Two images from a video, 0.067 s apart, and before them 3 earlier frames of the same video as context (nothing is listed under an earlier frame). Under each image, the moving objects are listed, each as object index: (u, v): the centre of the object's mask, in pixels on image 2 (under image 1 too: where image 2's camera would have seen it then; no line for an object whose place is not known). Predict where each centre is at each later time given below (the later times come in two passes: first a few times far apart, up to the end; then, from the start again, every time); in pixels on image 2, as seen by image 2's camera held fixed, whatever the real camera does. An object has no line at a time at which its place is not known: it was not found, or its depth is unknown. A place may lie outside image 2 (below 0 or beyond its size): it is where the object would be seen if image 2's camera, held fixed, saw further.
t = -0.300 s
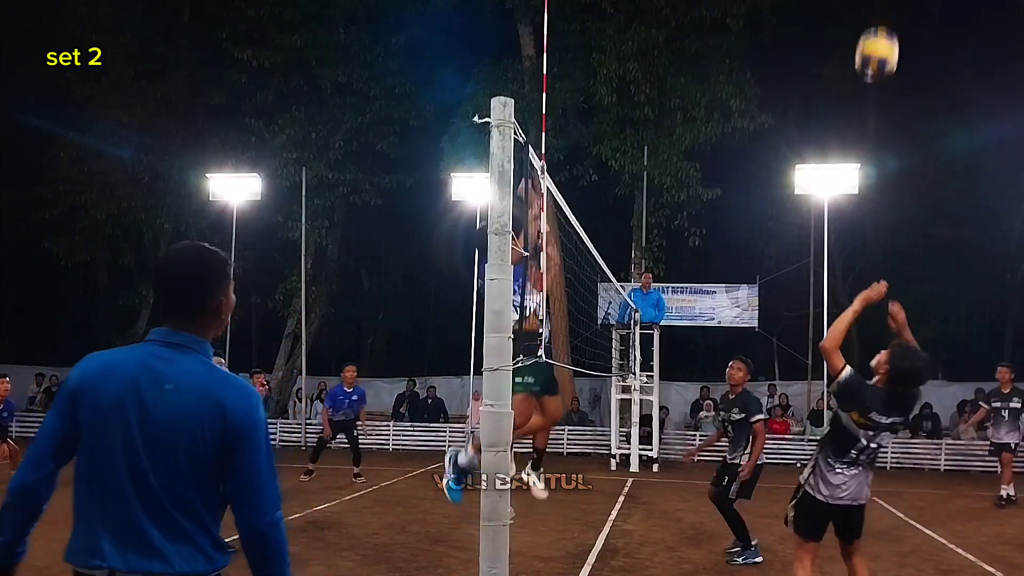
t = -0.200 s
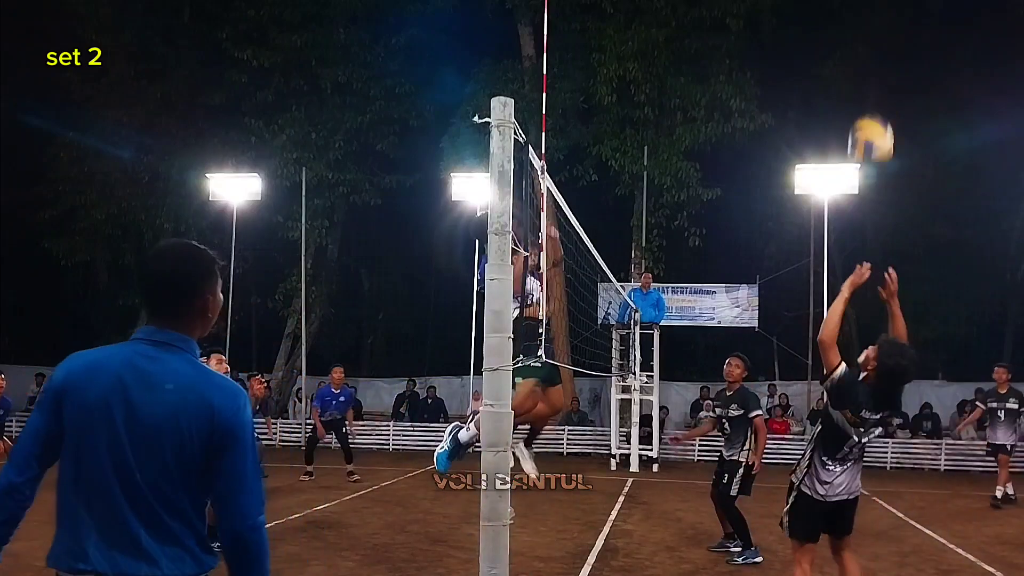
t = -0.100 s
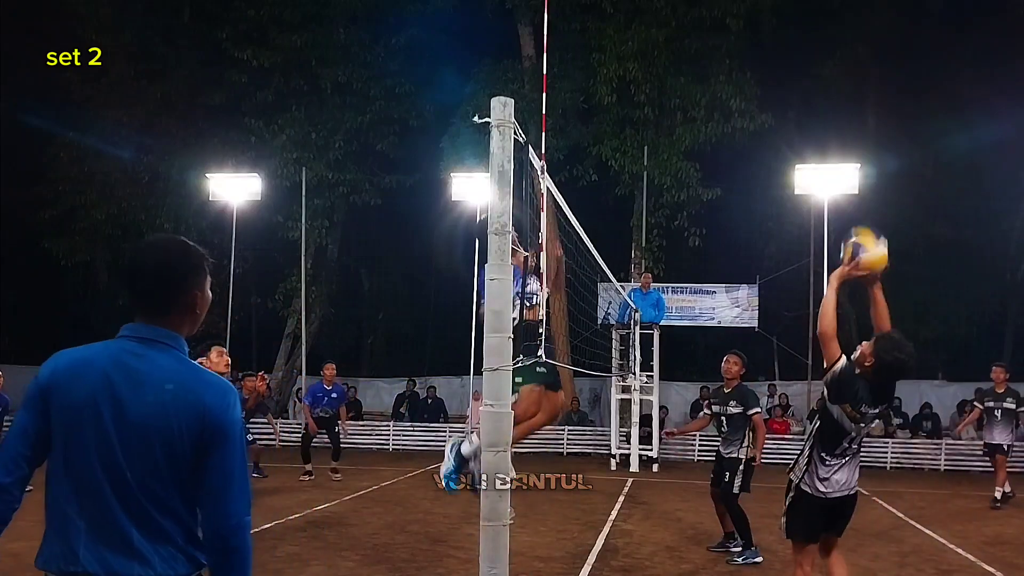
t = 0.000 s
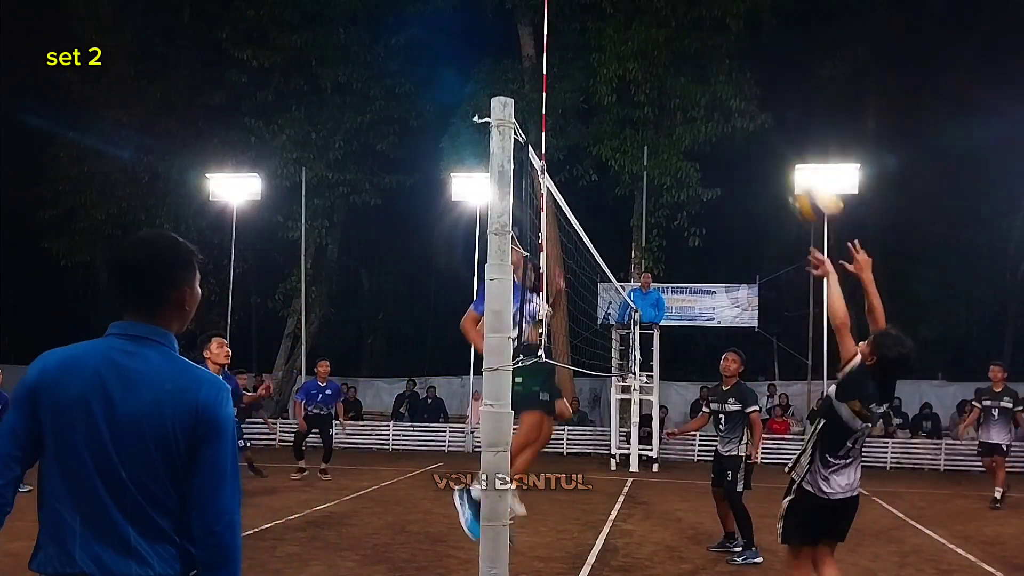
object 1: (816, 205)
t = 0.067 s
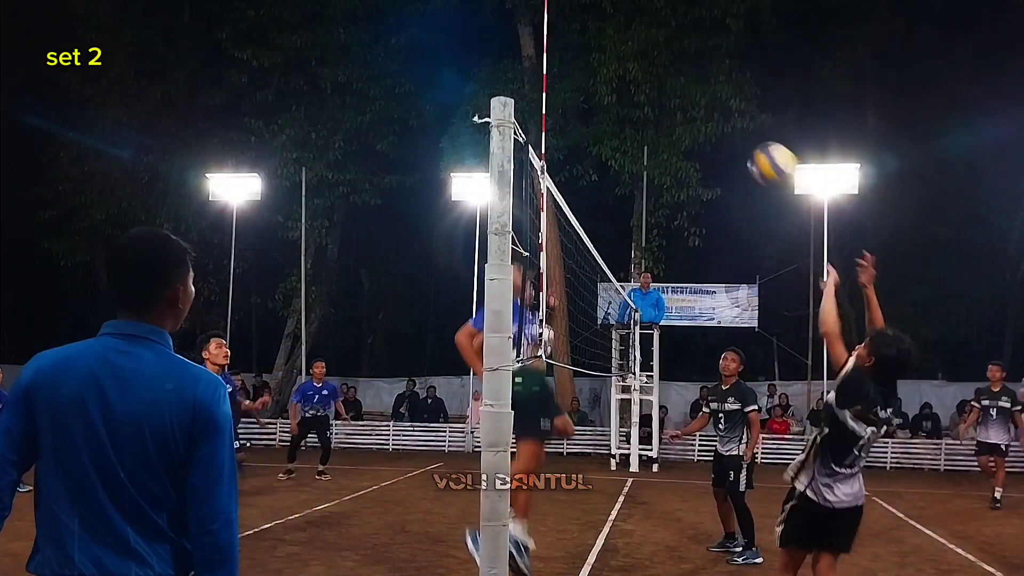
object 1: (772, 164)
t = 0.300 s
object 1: (653, 114)
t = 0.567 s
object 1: (547, 165)
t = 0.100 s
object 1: (755, 151)
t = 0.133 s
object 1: (737, 140)
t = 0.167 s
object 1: (719, 130)
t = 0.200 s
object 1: (701, 123)
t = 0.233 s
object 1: (685, 117)
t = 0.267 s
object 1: (669, 115)
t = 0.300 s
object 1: (653, 114)
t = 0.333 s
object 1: (639, 115)
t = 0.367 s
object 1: (623, 118)
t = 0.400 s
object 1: (608, 122)
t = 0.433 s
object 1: (595, 127)
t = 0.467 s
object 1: (581, 135)
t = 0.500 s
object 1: (568, 144)
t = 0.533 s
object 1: (557, 153)
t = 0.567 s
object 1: (547, 165)
